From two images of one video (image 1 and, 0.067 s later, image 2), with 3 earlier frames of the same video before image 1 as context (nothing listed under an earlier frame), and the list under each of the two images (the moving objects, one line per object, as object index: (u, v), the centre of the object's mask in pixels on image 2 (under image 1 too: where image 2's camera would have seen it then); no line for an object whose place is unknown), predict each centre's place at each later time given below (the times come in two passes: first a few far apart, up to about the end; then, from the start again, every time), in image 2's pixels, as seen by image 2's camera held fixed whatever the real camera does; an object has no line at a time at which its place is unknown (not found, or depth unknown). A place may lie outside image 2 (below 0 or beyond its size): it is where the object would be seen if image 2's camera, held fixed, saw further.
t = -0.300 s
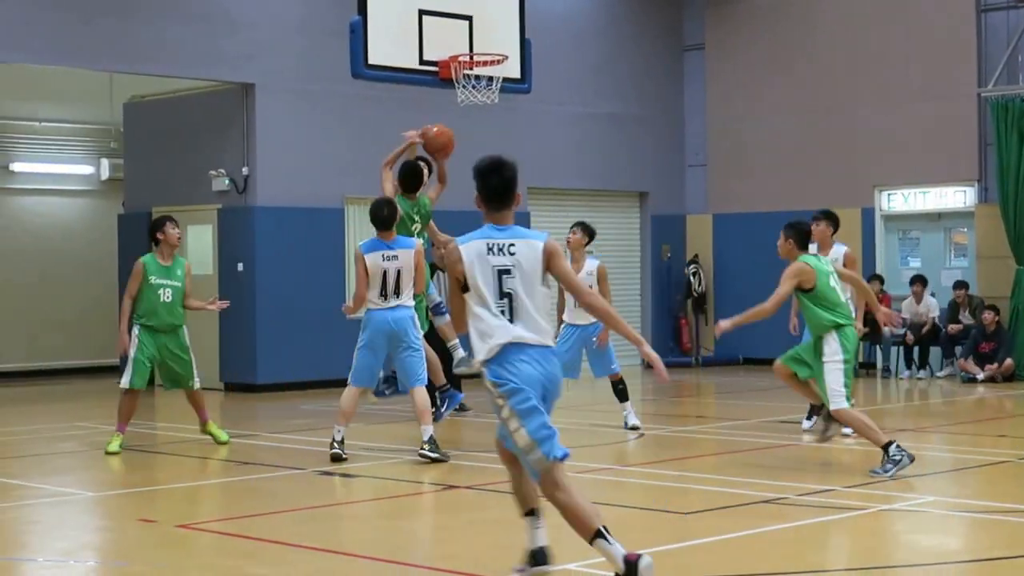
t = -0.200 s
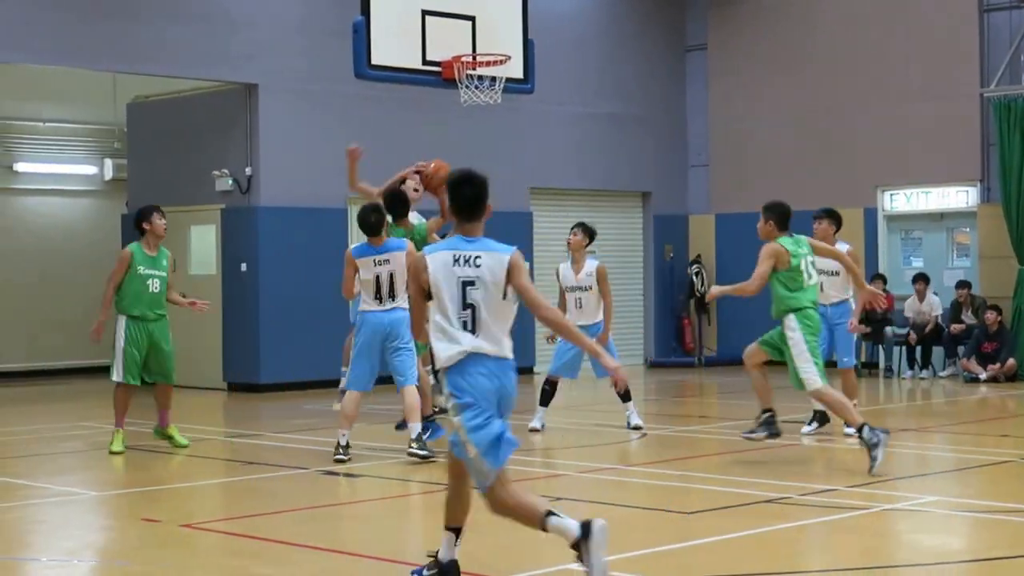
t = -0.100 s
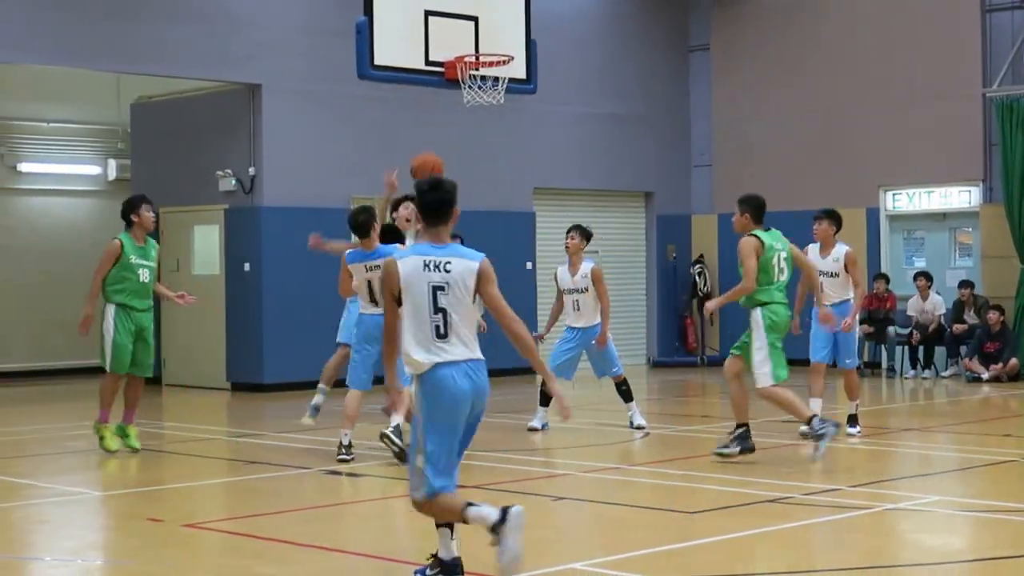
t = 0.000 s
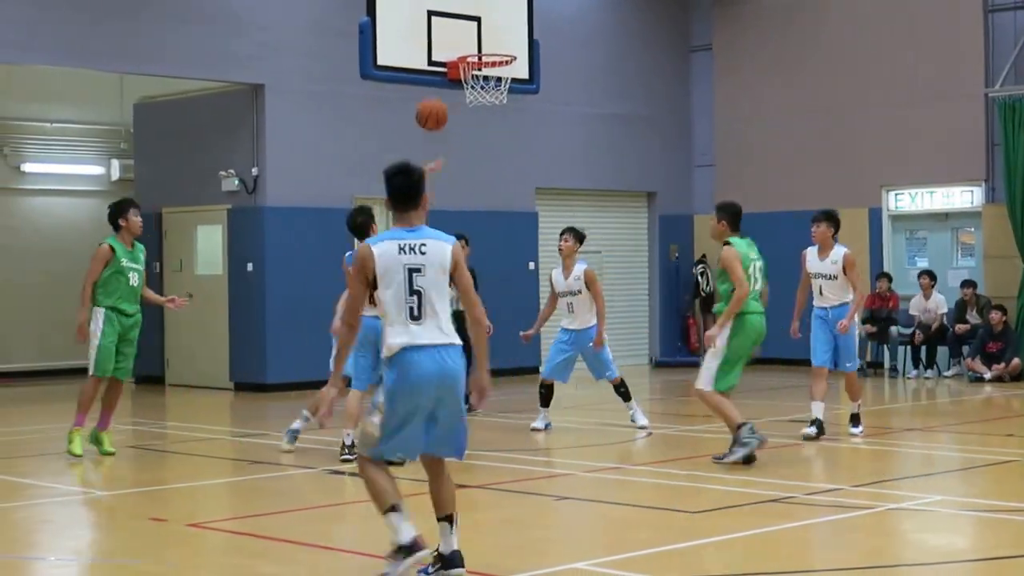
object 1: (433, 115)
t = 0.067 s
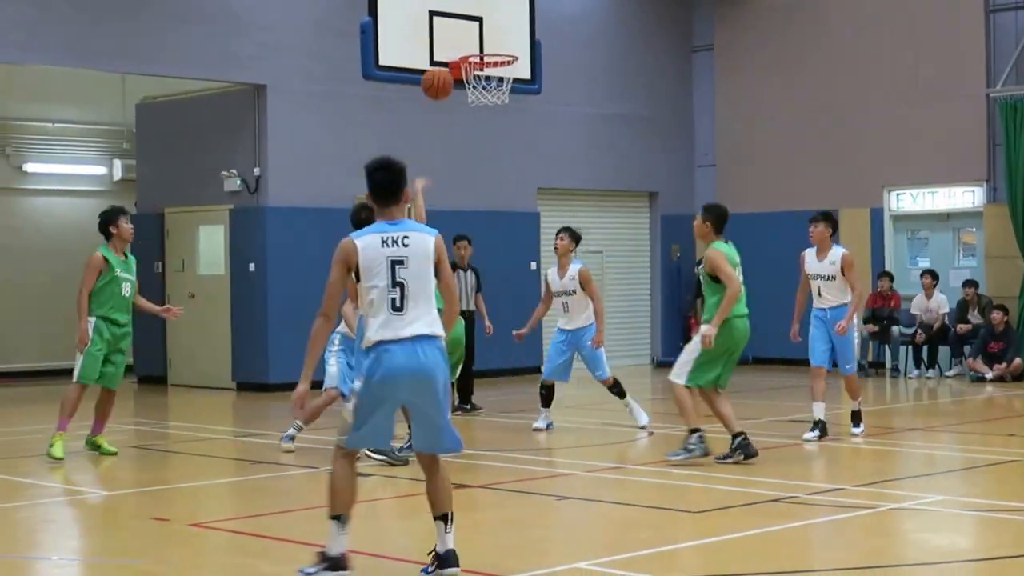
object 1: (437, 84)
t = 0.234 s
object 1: (446, 33)
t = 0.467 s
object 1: (459, 25)
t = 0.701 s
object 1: (447, 38)
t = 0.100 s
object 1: (439, 71)
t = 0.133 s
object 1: (441, 59)
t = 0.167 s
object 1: (443, 49)
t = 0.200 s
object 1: (445, 41)
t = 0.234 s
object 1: (446, 33)
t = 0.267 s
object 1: (448, 28)
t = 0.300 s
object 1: (450, 24)
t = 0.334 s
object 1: (452, 21)
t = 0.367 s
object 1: (454, 20)
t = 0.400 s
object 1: (456, 20)
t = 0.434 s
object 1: (457, 22)
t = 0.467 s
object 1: (459, 25)
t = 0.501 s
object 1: (461, 29)
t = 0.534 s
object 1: (463, 35)
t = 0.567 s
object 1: (464, 42)
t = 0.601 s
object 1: (463, 43)
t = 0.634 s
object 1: (457, 40)
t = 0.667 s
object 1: (452, 38)
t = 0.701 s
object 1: (447, 38)
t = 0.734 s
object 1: (441, 39)
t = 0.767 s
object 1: (436, 41)
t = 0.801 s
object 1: (431, 45)
